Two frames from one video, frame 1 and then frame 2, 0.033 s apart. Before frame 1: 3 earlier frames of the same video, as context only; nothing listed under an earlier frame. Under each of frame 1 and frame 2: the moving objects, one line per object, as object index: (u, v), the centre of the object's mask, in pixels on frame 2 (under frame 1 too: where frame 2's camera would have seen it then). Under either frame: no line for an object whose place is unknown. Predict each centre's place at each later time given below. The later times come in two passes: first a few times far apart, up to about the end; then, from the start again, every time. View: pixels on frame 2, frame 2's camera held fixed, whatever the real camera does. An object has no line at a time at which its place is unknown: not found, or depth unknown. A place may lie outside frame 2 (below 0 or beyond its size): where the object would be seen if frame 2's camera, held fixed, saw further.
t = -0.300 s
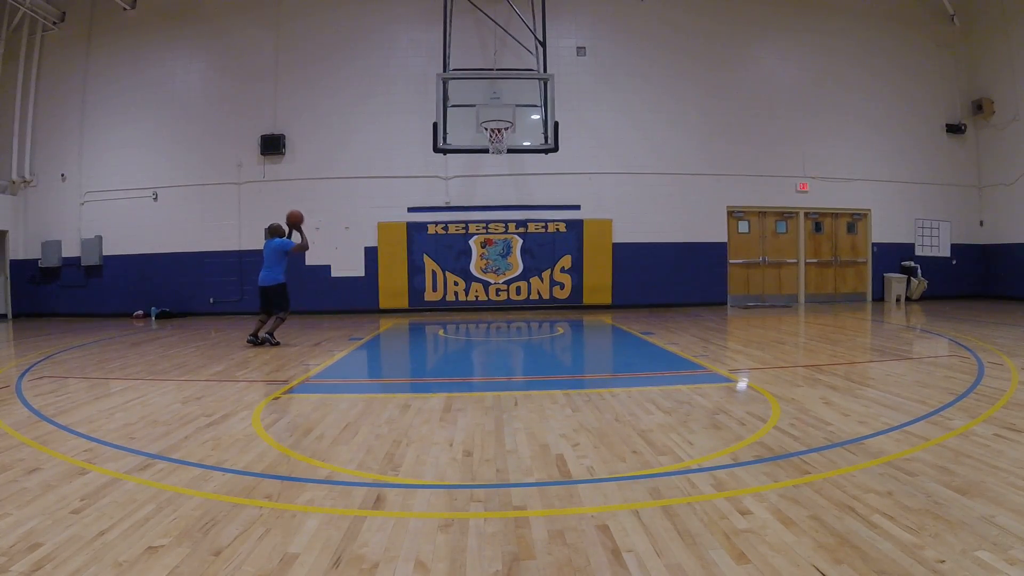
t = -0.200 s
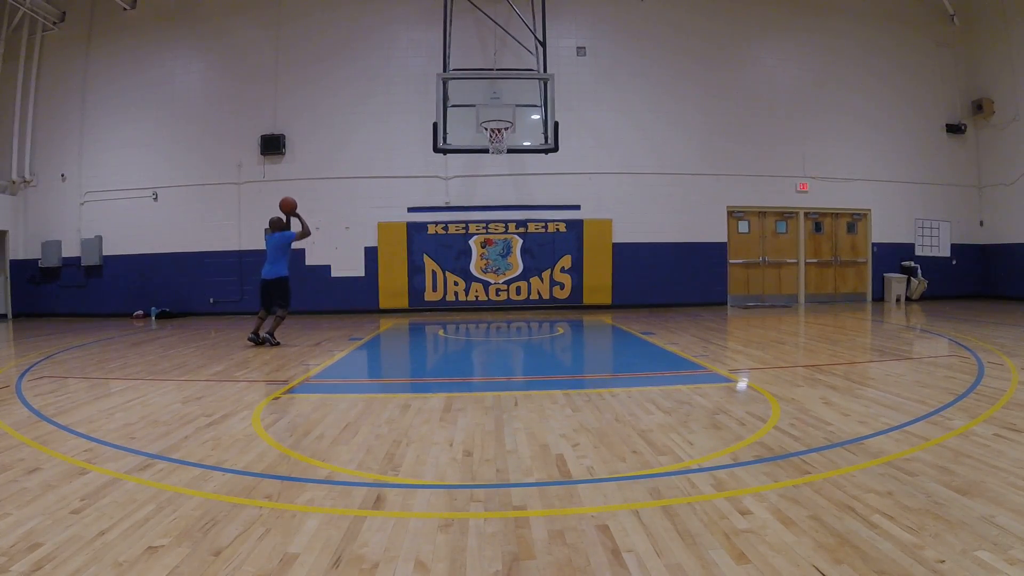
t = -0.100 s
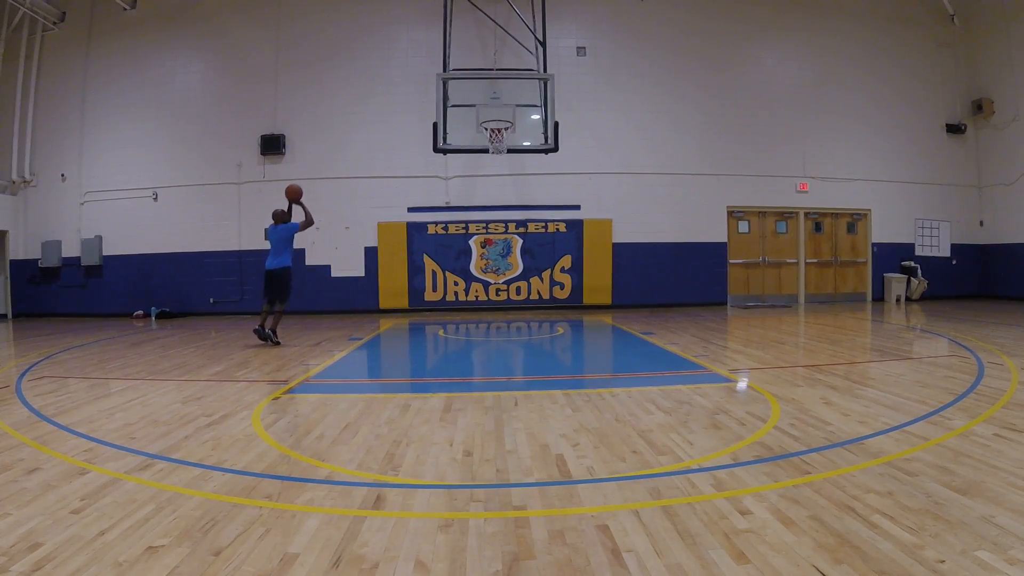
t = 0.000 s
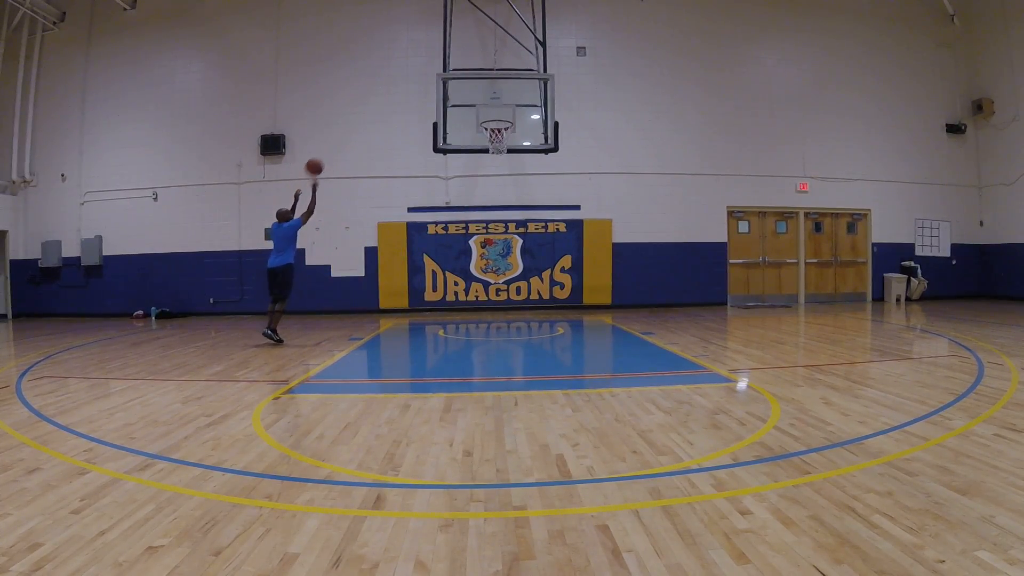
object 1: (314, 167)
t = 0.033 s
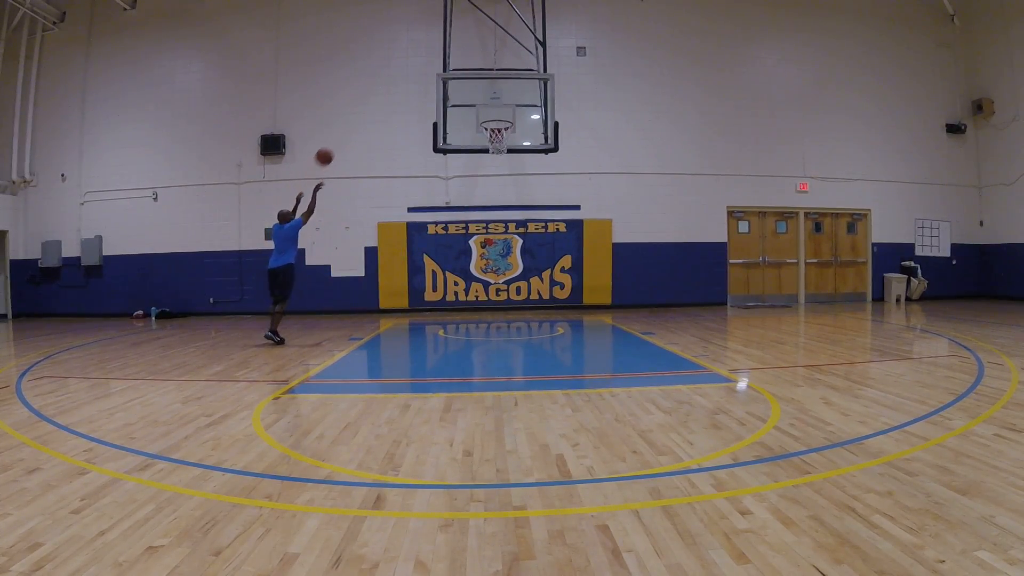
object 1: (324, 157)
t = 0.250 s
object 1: (385, 113)
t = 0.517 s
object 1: (451, 108)
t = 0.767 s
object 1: (485, 108)
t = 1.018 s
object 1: (496, 102)
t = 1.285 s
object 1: (510, 141)
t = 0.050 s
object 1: (329, 152)
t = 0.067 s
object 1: (334, 147)
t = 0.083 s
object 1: (338, 143)
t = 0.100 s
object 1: (343, 139)
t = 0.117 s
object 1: (348, 135)
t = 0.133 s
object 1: (353, 132)
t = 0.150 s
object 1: (357, 128)
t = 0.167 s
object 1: (362, 125)
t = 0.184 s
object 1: (367, 123)
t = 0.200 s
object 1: (371, 120)
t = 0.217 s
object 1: (376, 118)
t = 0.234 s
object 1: (380, 115)
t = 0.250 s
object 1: (385, 113)
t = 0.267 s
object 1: (389, 112)
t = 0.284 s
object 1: (394, 110)
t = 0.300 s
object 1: (398, 109)
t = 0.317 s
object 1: (403, 107)
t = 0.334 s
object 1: (407, 106)
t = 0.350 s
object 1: (411, 106)
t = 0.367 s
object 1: (415, 105)
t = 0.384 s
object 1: (419, 105)
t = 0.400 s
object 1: (424, 104)
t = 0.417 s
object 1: (427, 104)
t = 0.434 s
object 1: (432, 104)
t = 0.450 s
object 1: (436, 105)
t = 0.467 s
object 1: (440, 105)
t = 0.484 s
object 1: (443, 105)
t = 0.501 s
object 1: (448, 106)
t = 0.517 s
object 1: (451, 108)
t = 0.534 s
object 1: (456, 109)
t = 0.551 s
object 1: (460, 110)
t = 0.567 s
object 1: (463, 111)
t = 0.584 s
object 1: (468, 113)
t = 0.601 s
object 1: (470, 114)
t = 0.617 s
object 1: (473, 115)
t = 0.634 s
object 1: (475, 116)
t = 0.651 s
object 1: (477, 117)
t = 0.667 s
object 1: (480, 118)
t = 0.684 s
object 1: (481, 118)
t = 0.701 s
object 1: (482, 116)
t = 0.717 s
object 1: (483, 114)
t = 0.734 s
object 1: (484, 112)
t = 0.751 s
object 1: (484, 110)
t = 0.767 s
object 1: (485, 108)
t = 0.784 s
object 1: (486, 107)
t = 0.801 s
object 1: (486, 105)
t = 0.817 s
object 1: (487, 104)
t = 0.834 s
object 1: (488, 103)
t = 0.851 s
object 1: (488, 102)
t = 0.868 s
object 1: (489, 101)
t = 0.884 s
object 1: (490, 101)
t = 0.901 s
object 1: (491, 100)
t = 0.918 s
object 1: (492, 100)
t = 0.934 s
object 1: (492, 100)
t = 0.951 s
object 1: (493, 100)
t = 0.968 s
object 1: (494, 100)
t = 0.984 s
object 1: (494, 101)
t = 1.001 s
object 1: (495, 101)
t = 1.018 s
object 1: (496, 102)
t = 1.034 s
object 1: (497, 103)
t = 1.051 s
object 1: (498, 104)
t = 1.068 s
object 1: (499, 106)
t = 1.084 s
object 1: (499, 107)
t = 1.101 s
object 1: (500, 109)
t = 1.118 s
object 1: (501, 111)
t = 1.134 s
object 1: (502, 113)
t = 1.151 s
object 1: (503, 115)
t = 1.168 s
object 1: (503, 118)
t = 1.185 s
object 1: (505, 121)
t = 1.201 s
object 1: (505, 123)
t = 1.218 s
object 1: (506, 127)
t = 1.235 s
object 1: (507, 130)
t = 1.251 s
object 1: (507, 134)
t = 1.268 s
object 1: (509, 137)
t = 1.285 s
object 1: (510, 141)
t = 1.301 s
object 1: (511, 145)
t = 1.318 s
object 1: (512, 150)
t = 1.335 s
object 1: (512, 154)
